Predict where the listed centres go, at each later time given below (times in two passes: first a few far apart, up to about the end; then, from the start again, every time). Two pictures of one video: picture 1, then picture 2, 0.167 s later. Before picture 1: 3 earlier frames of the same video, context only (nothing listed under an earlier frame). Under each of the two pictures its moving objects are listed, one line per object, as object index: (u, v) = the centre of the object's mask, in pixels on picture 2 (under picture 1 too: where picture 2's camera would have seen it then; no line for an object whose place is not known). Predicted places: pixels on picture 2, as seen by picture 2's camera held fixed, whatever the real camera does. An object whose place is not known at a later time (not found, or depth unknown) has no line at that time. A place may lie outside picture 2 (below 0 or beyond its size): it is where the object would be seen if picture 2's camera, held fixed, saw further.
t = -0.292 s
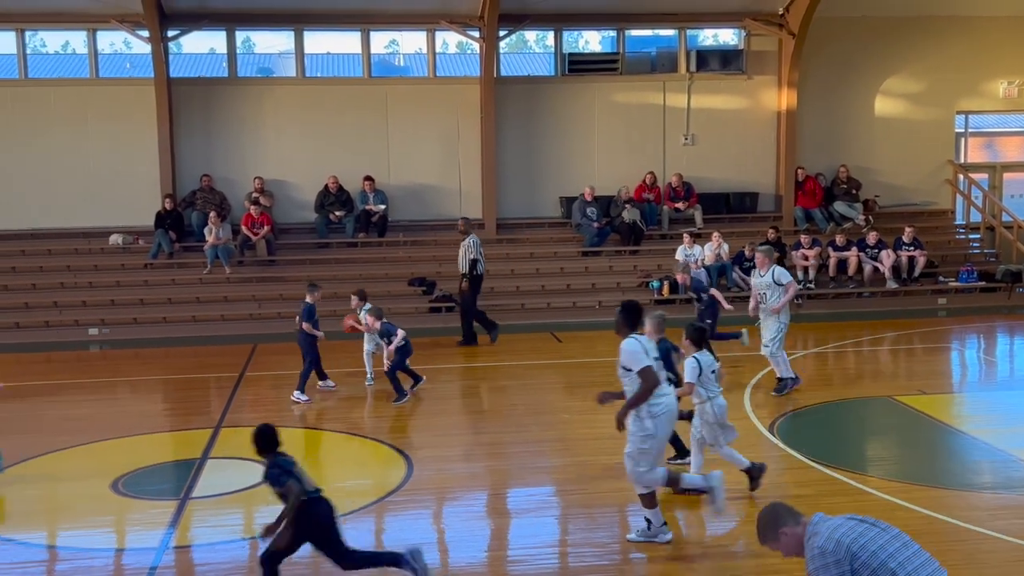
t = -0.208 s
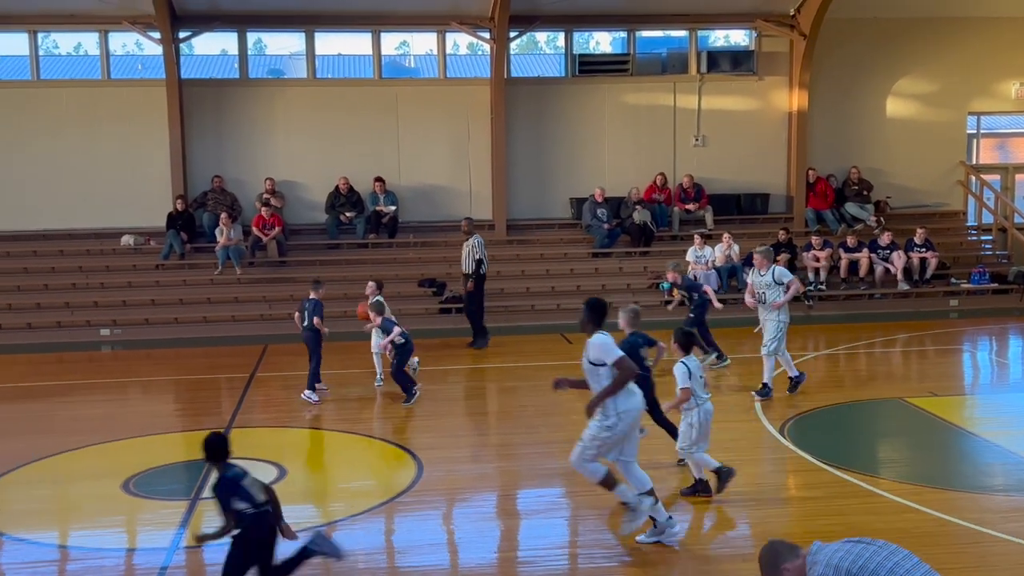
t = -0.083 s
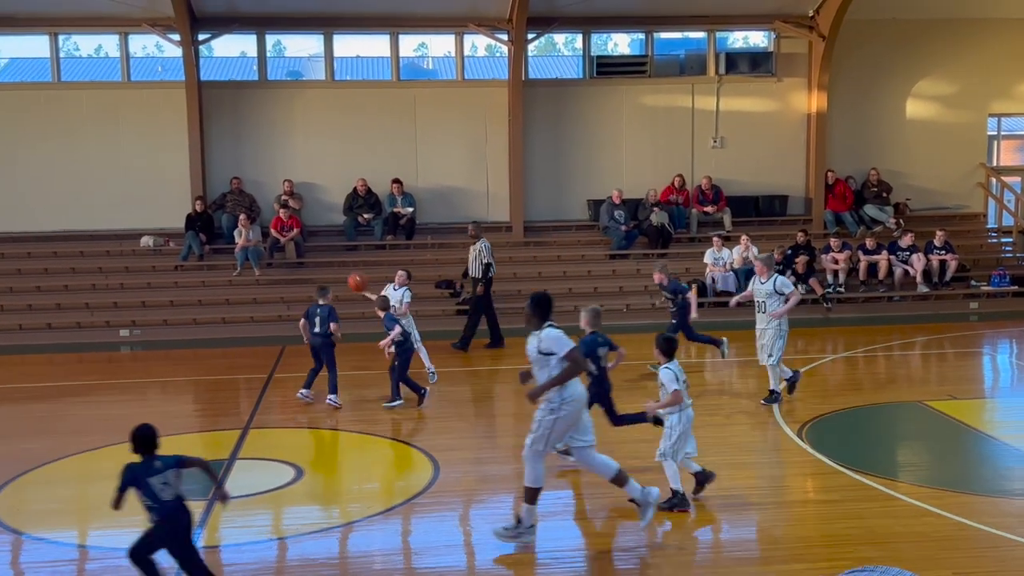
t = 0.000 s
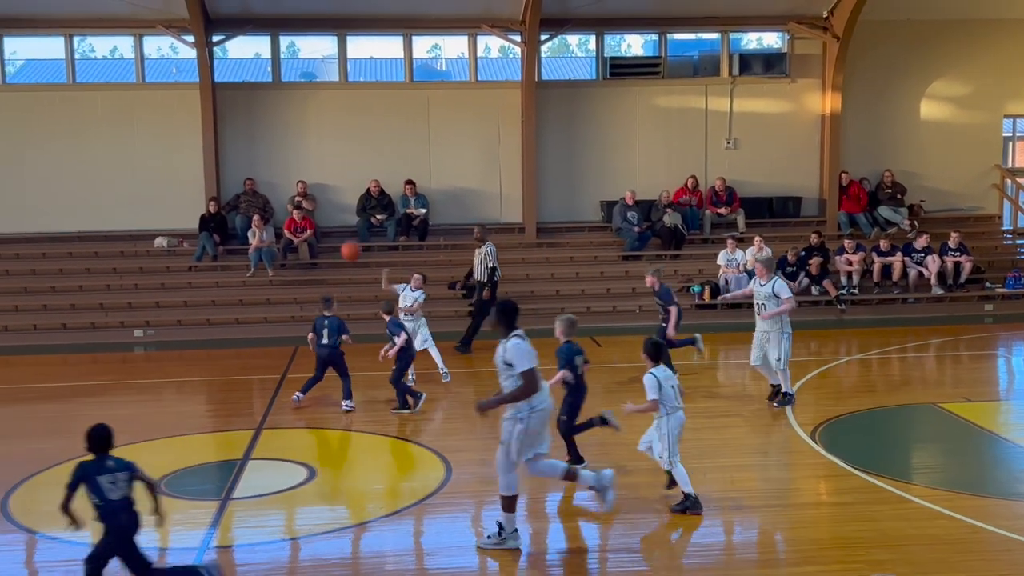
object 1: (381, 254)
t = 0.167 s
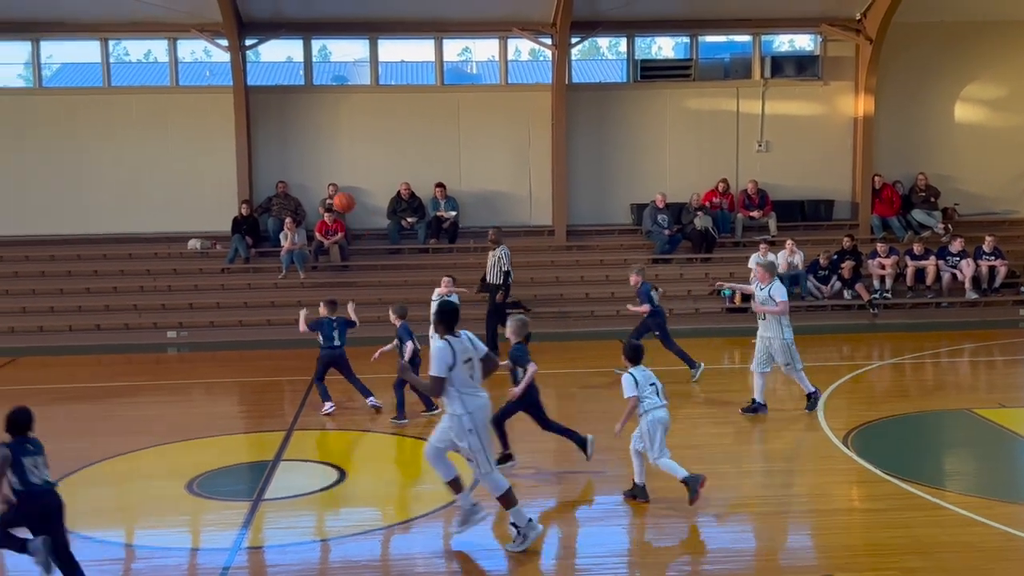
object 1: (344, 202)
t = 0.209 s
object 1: (334, 192)
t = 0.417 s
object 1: (282, 162)
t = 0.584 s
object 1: (238, 165)
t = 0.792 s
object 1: (176, 210)
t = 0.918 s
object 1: (137, 262)
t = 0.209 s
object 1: (334, 192)
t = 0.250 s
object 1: (324, 183)
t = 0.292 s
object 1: (314, 176)
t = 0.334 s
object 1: (303, 170)
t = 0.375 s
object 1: (293, 165)
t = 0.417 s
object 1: (282, 162)
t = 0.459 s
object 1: (271, 160)
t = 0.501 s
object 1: (260, 160)
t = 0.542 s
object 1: (248, 161)
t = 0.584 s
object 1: (238, 165)
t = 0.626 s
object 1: (226, 170)
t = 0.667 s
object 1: (213, 177)
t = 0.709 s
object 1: (201, 186)
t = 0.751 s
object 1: (189, 197)
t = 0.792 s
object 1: (176, 210)
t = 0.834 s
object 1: (164, 225)
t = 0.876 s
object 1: (150, 243)
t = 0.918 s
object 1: (137, 262)
